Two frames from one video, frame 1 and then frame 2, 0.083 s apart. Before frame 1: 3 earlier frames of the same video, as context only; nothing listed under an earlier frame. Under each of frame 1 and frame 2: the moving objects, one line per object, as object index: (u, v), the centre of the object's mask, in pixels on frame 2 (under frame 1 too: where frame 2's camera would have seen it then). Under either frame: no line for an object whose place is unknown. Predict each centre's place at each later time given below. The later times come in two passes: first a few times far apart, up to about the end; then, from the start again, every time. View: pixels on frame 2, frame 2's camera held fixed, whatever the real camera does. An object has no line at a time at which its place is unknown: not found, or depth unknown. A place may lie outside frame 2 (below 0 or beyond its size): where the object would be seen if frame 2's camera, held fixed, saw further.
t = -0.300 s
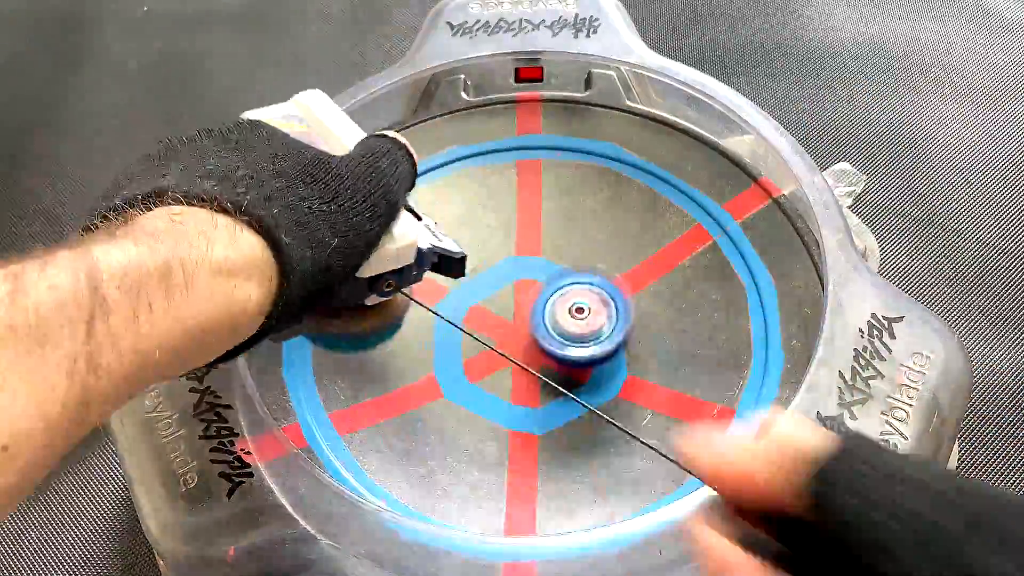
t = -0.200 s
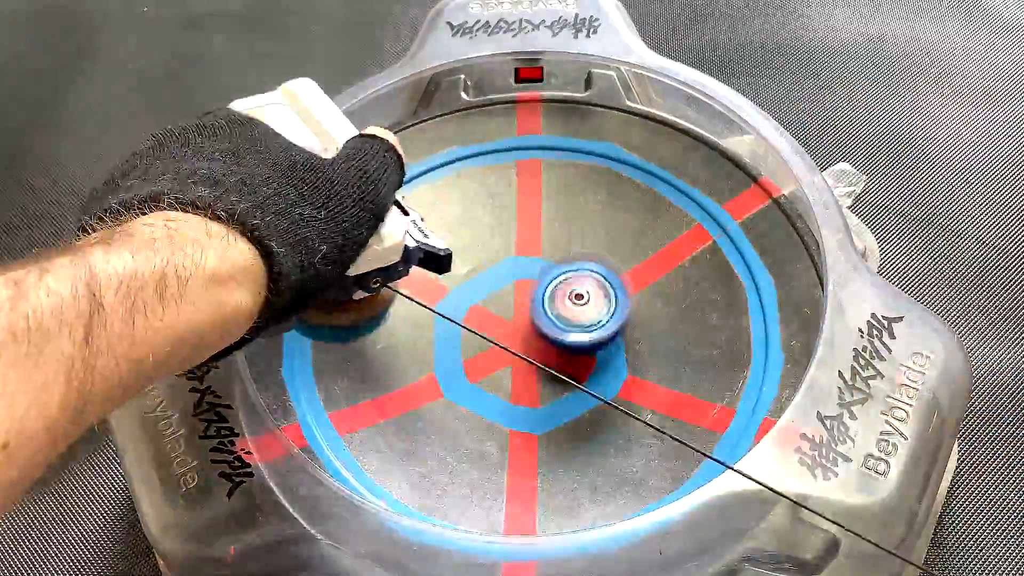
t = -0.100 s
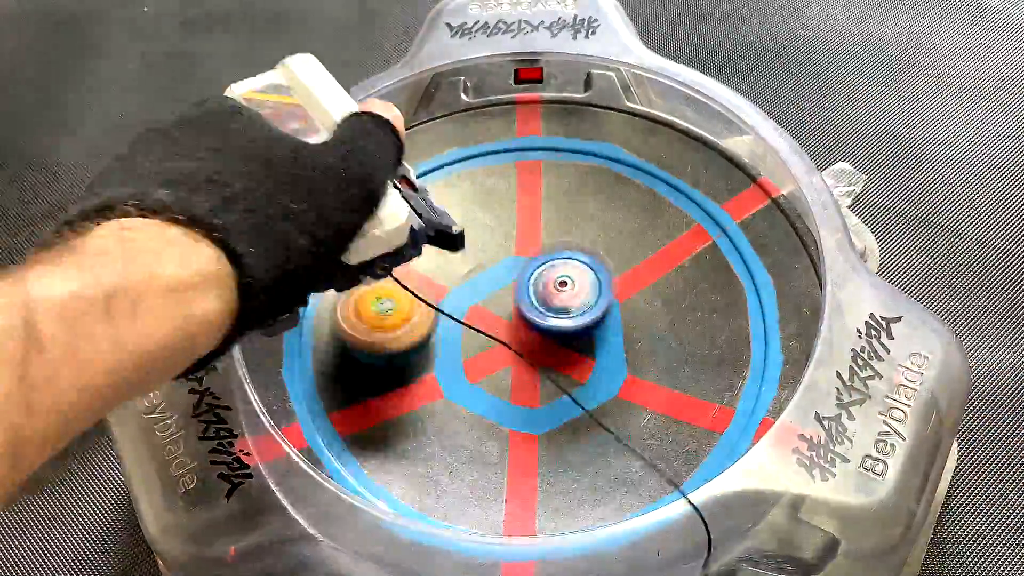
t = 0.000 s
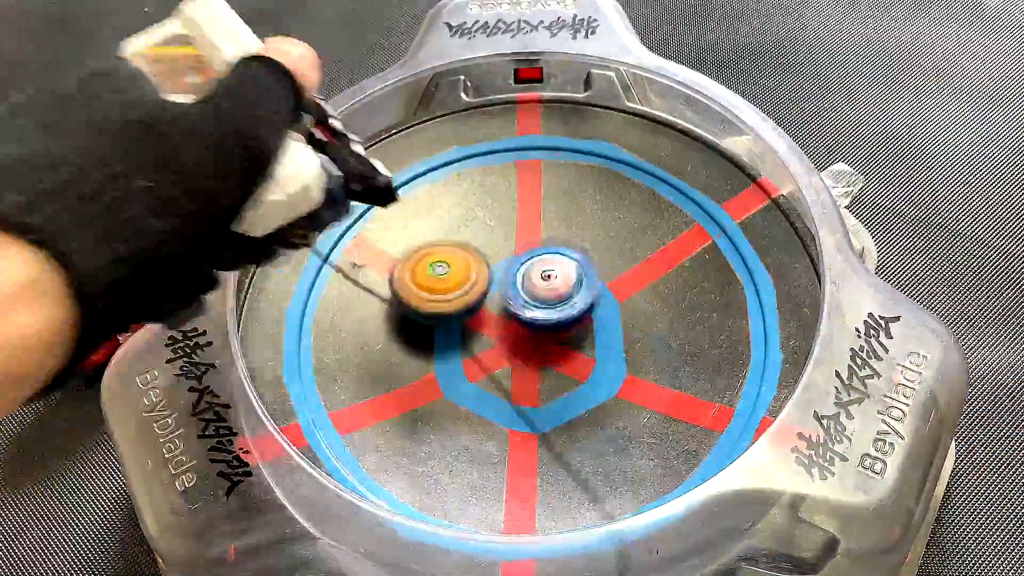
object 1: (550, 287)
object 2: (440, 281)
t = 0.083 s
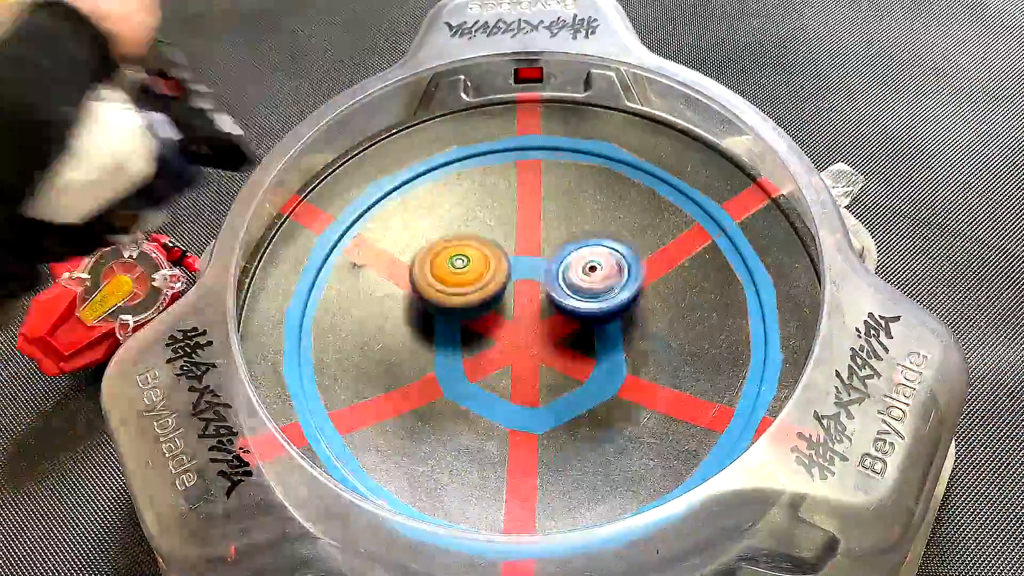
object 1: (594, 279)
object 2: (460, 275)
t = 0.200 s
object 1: (628, 294)
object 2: (523, 285)
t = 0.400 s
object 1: (722, 330)
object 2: (511, 338)
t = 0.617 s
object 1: (672, 359)
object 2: (483, 376)
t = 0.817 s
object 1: (678, 327)
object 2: (436, 343)
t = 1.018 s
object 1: (620, 293)
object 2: (509, 304)
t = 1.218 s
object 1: (626, 193)
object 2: (484, 327)
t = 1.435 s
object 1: (602, 178)
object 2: (501, 326)
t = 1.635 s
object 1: (547, 220)
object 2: (508, 345)
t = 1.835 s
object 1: (463, 176)
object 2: (502, 416)
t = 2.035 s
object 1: (431, 191)
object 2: (513, 358)
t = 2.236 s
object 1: (437, 268)
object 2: (530, 331)
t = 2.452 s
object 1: (290, 290)
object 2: (742, 350)
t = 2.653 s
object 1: (289, 347)
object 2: (652, 360)
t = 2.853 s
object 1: (382, 414)
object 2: (560, 332)
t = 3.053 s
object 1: (551, 416)
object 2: (545, 262)
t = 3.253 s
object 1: (660, 387)
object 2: (572, 222)
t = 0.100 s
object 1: (601, 280)
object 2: (467, 276)
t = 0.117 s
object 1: (608, 280)
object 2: (477, 276)
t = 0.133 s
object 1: (613, 281)
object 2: (486, 277)
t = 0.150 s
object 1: (618, 284)
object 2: (495, 278)
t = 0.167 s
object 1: (621, 287)
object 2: (505, 281)
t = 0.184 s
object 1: (622, 290)
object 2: (515, 282)
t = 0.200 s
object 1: (628, 294)
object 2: (523, 285)
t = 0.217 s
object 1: (645, 295)
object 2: (518, 288)
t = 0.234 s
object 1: (661, 297)
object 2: (514, 292)
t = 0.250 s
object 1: (675, 298)
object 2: (511, 297)
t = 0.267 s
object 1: (688, 300)
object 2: (509, 300)
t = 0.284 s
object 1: (700, 303)
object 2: (507, 304)
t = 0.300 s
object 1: (709, 305)
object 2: (505, 310)
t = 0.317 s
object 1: (717, 309)
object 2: (506, 315)
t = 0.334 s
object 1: (722, 312)
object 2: (507, 320)
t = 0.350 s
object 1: (724, 315)
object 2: (508, 325)
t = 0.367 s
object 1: (726, 320)
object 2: (510, 329)
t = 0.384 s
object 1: (725, 325)
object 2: (511, 334)
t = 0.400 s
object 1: (722, 330)
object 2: (511, 338)
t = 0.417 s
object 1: (716, 330)
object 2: (512, 342)
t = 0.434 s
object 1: (711, 339)
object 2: (513, 346)
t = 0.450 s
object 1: (704, 339)
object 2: (513, 350)
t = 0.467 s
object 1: (696, 344)
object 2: (514, 354)
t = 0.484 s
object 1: (688, 351)
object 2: (515, 356)
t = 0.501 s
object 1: (678, 354)
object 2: (517, 359)
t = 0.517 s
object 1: (669, 359)
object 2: (520, 361)
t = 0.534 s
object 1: (660, 362)
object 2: (524, 365)
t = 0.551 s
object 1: (650, 368)
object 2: (528, 365)
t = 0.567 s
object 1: (642, 368)
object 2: (527, 368)
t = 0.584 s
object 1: (653, 364)
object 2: (512, 368)
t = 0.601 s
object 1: (663, 362)
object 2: (497, 371)
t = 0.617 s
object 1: (672, 359)
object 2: (483, 376)
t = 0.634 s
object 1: (680, 355)
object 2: (469, 378)
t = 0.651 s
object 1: (685, 351)
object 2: (458, 377)
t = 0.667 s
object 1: (689, 346)
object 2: (449, 377)
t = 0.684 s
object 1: (691, 343)
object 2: (442, 375)
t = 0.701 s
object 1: (692, 341)
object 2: (435, 373)
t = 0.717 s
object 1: (691, 338)
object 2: (430, 370)
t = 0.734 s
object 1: (690, 337)
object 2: (427, 367)
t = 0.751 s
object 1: (689, 335)
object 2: (426, 363)
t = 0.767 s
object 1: (687, 333)
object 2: (427, 359)
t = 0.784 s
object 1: (685, 331)
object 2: (428, 354)
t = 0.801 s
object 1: (681, 329)
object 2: (432, 348)
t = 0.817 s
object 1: (678, 327)
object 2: (436, 343)
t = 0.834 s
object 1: (676, 327)
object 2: (441, 340)
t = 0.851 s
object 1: (671, 325)
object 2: (449, 336)
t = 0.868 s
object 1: (669, 324)
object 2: (455, 331)
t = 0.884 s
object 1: (665, 323)
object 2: (462, 327)
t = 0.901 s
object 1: (660, 322)
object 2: (469, 323)
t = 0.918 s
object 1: (655, 318)
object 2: (477, 320)
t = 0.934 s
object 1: (650, 315)
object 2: (484, 316)
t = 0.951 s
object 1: (645, 312)
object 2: (489, 313)
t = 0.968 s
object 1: (638, 307)
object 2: (496, 310)
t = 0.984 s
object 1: (633, 303)
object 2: (501, 307)
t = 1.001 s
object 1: (627, 299)
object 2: (505, 305)
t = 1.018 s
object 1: (620, 293)
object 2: (509, 304)
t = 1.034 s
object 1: (622, 286)
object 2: (506, 305)
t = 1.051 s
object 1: (623, 277)
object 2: (502, 307)
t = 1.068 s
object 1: (624, 266)
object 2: (497, 310)
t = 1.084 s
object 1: (626, 258)
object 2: (493, 313)
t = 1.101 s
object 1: (626, 248)
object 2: (491, 315)
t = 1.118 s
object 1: (627, 238)
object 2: (489, 317)
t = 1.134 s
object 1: (626, 232)
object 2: (486, 320)
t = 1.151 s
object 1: (626, 222)
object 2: (484, 322)
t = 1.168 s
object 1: (626, 217)
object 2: (484, 324)
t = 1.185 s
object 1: (626, 208)
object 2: (483, 325)
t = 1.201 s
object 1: (626, 200)
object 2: (483, 327)
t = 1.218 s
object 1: (626, 193)
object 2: (484, 327)
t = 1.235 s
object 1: (625, 186)
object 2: (485, 328)
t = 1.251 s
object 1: (622, 181)
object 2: (485, 328)
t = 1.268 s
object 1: (623, 178)
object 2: (487, 328)
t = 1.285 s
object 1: (622, 176)
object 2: (488, 328)
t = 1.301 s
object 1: (619, 171)
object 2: (489, 328)
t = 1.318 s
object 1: (618, 168)
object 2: (490, 328)
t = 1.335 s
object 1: (616, 168)
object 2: (492, 327)
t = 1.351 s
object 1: (613, 167)
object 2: (493, 326)
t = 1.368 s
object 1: (611, 167)
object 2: (494, 326)
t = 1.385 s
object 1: (610, 169)
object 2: (495, 326)
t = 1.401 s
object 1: (606, 171)
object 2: (498, 326)
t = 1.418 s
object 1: (605, 174)
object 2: (500, 325)
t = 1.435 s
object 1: (602, 178)
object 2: (501, 326)
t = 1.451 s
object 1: (598, 182)
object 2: (504, 325)
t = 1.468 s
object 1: (596, 186)
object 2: (506, 324)
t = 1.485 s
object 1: (592, 193)
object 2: (507, 324)
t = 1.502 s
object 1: (587, 197)
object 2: (509, 323)
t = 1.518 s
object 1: (585, 203)
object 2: (511, 322)
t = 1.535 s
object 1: (580, 209)
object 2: (512, 321)
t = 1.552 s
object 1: (576, 214)
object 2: (511, 321)
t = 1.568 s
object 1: (572, 218)
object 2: (512, 321)
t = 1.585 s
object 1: (566, 226)
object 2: (512, 320)
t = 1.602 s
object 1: (559, 230)
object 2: (511, 321)
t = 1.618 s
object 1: (554, 227)
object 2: (510, 333)
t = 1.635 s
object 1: (547, 220)
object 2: (508, 345)
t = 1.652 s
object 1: (541, 214)
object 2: (505, 360)
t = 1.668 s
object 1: (534, 210)
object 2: (503, 369)
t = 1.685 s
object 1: (526, 203)
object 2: (501, 381)
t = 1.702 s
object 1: (519, 199)
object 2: (499, 391)
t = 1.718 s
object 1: (511, 196)
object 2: (497, 399)
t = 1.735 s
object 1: (504, 191)
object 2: (498, 406)
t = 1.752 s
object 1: (496, 188)
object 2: (498, 411)
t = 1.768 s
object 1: (488, 184)
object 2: (498, 414)
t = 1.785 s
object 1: (482, 182)
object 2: (499, 416)
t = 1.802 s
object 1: (475, 180)
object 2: (500, 417)
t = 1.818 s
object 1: (470, 177)
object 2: (500, 416)
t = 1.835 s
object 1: (463, 176)
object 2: (502, 416)
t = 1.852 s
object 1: (457, 174)
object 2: (504, 414)
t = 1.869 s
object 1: (453, 173)
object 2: (505, 411)
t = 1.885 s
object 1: (448, 173)
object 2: (507, 408)
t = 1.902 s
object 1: (445, 173)
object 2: (509, 404)
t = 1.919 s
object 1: (441, 174)
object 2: (510, 399)
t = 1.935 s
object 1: (439, 175)
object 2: (511, 395)
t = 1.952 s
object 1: (436, 177)
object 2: (512, 390)
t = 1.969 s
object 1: (434, 178)
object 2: (512, 384)
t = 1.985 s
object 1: (433, 180)
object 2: (514, 374)
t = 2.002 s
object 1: (431, 184)
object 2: (515, 370)
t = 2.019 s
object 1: (431, 188)
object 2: (512, 364)
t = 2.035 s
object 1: (431, 191)
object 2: (513, 358)
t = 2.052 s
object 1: (431, 195)
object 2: (513, 354)
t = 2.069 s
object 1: (432, 202)
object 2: (511, 349)
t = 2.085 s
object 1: (433, 205)
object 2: (510, 344)
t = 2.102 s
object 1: (434, 212)
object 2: (510, 342)
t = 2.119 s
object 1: (434, 217)
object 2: (509, 339)
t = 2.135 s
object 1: (436, 223)
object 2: (510, 338)
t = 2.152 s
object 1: (437, 231)
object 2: (511, 337)
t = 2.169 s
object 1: (440, 238)
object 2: (512, 333)
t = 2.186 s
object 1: (441, 246)
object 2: (514, 332)
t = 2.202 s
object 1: (443, 252)
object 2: (517, 330)
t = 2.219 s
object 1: (445, 262)
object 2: (519, 329)
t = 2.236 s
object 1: (437, 268)
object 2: (530, 331)
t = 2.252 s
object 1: (420, 269)
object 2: (556, 337)
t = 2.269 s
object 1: (402, 270)
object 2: (580, 338)
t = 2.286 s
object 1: (383, 271)
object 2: (604, 338)
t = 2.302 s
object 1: (365, 272)
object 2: (625, 341)
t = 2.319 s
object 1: (348, 273)
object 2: (645, 342)
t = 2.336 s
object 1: (334, 273)
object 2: (666, 344)
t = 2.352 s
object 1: (319, 275)
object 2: (683, 346)
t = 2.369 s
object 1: (313, 275)
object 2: (701, 347)
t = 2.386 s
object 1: (308, 277)
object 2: (716, 350)
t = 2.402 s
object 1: (302, 280)
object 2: (731, 350)
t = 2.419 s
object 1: (298, 283)
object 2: (745, 352)
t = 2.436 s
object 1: (293, 286)
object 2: (744, 353)
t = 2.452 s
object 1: (290, 290)
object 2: (742, 350)
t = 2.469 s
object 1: (287, 293)
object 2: (735, 354)
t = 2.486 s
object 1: (284, 297)
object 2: (730, 354)
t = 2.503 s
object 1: (283, 302)
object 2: (723, 358)
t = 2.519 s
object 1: (282, 305)
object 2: (715, 358)
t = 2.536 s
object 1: (282, 311)
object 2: (710, 356)
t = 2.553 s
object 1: (281, 313)
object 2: (701, 356)
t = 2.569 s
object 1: (281, 320)
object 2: (695, 362)
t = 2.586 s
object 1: (282, 324)
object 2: (686, 359)
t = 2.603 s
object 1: (282, 331)
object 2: (677, 356)
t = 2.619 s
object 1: (284, 335)
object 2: (669, 358)
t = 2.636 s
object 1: (286, 342)
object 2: (660, 358)
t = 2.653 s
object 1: (289, 347)
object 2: (652, 360)
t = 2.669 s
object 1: (291, 353)
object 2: (643, 360)
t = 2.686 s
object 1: (295, 360)
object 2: (635, 359)
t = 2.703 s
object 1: (298, 367)
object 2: (624, 358)
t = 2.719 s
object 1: (305, 372)
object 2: (617, 354)
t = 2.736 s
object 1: (310, 379)
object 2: (607, 354)
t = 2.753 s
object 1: (317, 384)
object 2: (599, 354)
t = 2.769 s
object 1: (323, 391)
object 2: (591, 348)
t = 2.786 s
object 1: (332, 398)
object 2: (583, 347)
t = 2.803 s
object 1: (343, 404)
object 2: (577, 342)
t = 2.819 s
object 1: (355, 410)
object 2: (570, 339)
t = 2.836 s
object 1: (368, 411)
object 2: (565, 335)
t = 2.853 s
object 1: (382, 414)
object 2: (560, 332)
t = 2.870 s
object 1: (393, 419)
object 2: (555, 328)
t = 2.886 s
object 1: (407, 420)
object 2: (552, 322)
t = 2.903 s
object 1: (424, 420)
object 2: (548, 315)
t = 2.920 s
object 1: (437, 419)
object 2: (546, 310)
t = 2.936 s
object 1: (453, 424)
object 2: (543, 304)
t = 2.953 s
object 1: (467, 425)
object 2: (543, 299)
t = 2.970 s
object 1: (482, 424)
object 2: (541, 292)
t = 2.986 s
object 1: (495, 421)
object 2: (541, 286)
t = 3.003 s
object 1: (510, 420)
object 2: (541, 279)
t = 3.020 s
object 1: (525, 419)
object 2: (542, 271)
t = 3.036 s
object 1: (536, 416)
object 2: (543, 266)
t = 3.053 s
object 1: (551, 416)
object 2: (545, 262)
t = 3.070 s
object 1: (561, 416)
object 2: (548, 254)
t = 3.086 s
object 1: (572, 415)
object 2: (549, 248)
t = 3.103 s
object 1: (583, 413)
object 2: (553, 243)
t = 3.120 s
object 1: (594, 409)
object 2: (555, 238)
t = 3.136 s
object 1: (605, 407)
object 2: (558, 234)
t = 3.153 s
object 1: (614, 402)
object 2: (561, 230)
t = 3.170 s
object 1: (625, 402)
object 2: (564, 227)
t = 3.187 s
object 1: (632, 398)
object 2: (565, 226)
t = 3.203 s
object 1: (640, 397)
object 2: (568, 222)
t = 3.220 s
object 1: (648, 394)
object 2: (569, 221)
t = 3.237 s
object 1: (654, 389)
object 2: (572, 221)
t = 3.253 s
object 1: (660, 387)
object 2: (572, 222)
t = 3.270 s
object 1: (666, 384)
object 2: (574, 222)
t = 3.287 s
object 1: (671, 382)
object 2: (573, 225)
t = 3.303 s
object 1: (673, 377)
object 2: (574, 225)
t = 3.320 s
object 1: (679, 374)
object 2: (573, 229)
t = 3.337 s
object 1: (681, 373)
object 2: (575, 230)
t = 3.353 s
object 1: (684, 366)
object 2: (573, 236)
